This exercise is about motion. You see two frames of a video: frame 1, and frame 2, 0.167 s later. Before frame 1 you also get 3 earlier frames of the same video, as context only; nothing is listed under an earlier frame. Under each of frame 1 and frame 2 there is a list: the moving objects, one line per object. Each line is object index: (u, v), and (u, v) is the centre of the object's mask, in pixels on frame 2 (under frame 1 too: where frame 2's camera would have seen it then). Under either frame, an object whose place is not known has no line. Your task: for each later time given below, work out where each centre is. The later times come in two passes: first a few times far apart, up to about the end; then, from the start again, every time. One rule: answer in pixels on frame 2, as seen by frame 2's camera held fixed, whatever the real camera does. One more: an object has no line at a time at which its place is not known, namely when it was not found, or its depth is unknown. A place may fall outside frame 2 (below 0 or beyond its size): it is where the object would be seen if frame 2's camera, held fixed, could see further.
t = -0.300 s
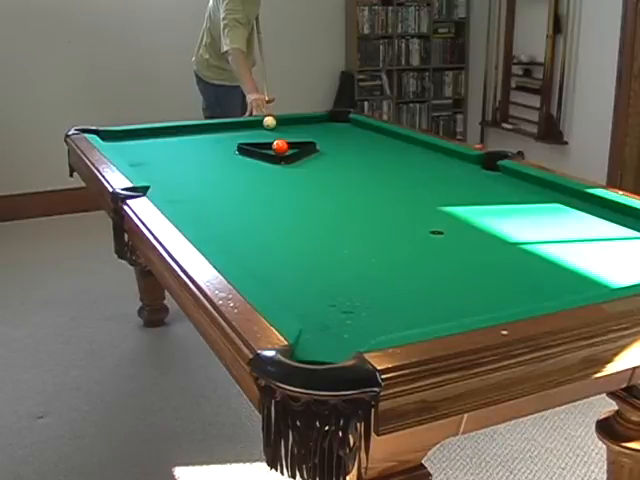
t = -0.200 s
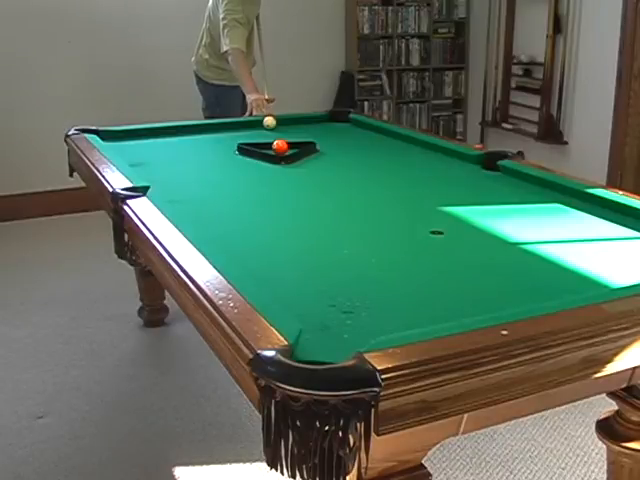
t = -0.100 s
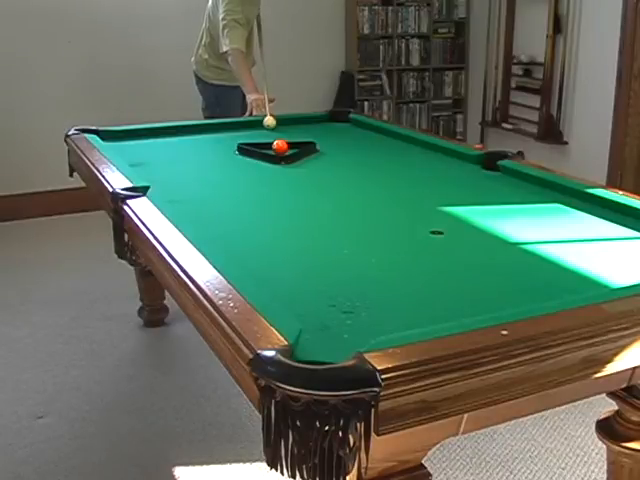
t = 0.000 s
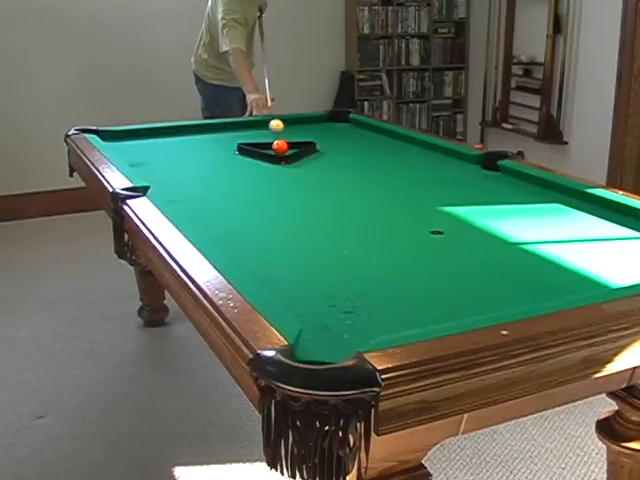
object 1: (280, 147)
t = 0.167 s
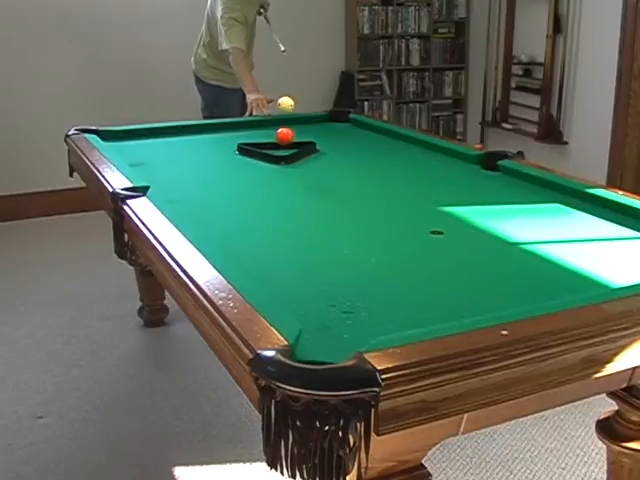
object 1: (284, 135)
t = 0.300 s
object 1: (291, 180)
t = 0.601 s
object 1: (307, 232)
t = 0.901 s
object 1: (334, 319)
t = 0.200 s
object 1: (286, 140)
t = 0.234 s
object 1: (287, 149)
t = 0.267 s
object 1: (289, 162)
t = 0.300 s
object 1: (291, 180)
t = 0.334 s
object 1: (292, 179)
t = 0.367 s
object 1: (294, 182)
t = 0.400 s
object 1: (295, 189)
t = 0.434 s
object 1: (298, 200)
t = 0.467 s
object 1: (300, 203)
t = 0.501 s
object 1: (301, 210)
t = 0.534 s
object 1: (303, 217)
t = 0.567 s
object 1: (305, 225)
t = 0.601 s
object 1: (307, 232)
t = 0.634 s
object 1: (309, 239)
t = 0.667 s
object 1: (312, 247)
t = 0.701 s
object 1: (314, 256)
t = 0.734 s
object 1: (317, 265)
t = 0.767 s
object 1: (320, 274)
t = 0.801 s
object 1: (323, 284)
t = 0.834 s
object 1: (326, 295)
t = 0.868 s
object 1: (330, 306)
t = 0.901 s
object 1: (334, 319)
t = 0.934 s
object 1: (337, 332)
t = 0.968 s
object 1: (342, 345)
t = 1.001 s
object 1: (332, 354)
